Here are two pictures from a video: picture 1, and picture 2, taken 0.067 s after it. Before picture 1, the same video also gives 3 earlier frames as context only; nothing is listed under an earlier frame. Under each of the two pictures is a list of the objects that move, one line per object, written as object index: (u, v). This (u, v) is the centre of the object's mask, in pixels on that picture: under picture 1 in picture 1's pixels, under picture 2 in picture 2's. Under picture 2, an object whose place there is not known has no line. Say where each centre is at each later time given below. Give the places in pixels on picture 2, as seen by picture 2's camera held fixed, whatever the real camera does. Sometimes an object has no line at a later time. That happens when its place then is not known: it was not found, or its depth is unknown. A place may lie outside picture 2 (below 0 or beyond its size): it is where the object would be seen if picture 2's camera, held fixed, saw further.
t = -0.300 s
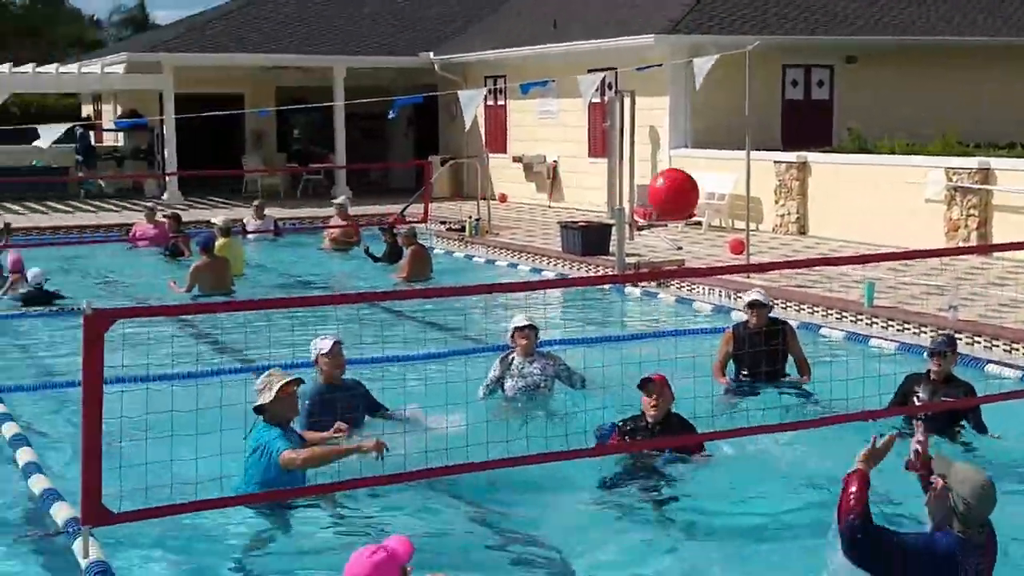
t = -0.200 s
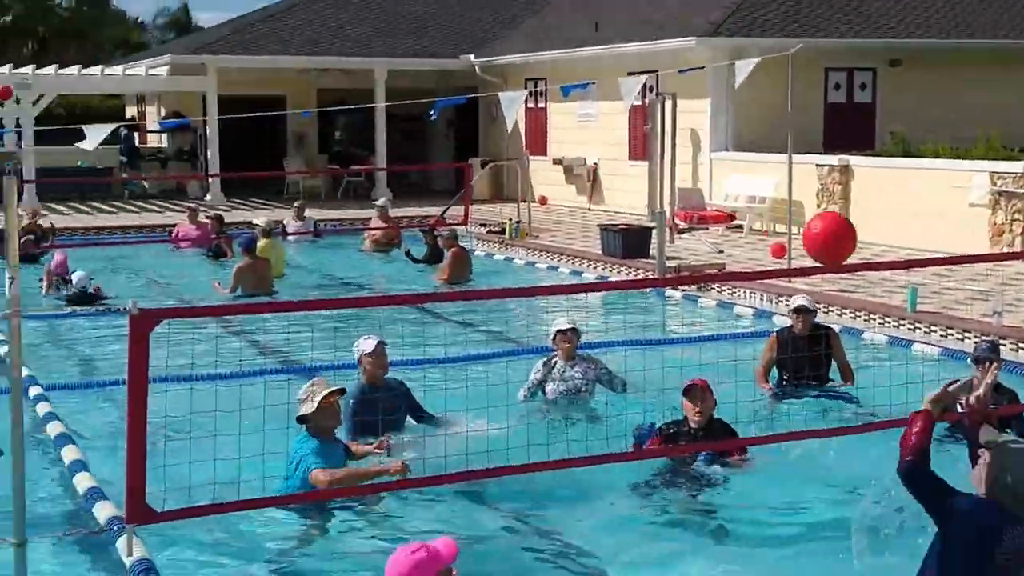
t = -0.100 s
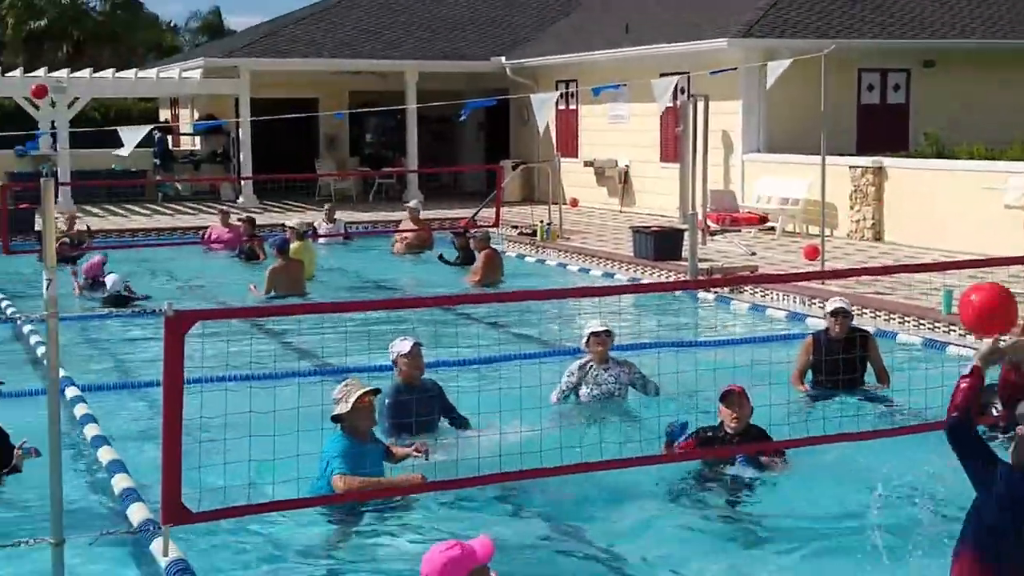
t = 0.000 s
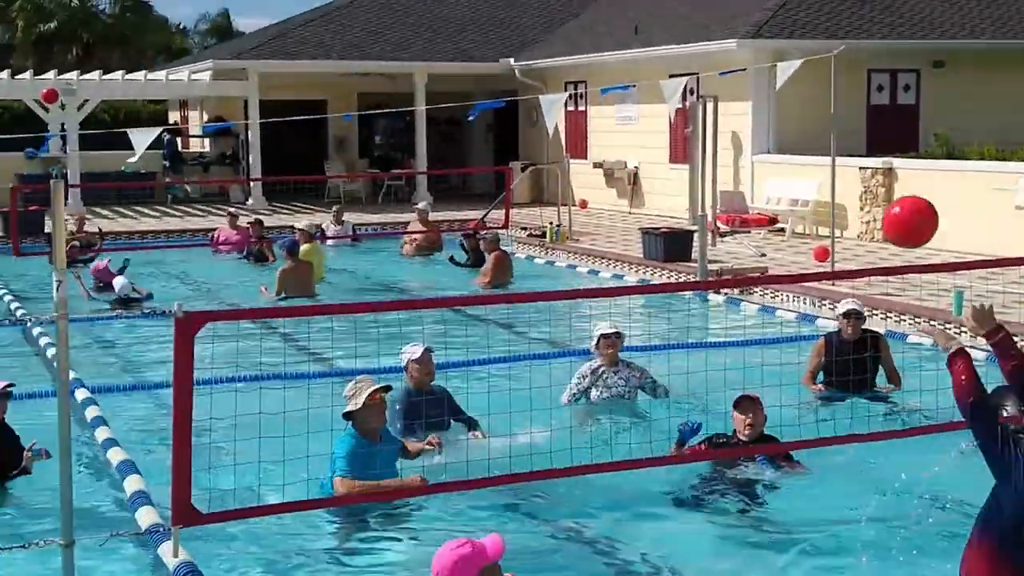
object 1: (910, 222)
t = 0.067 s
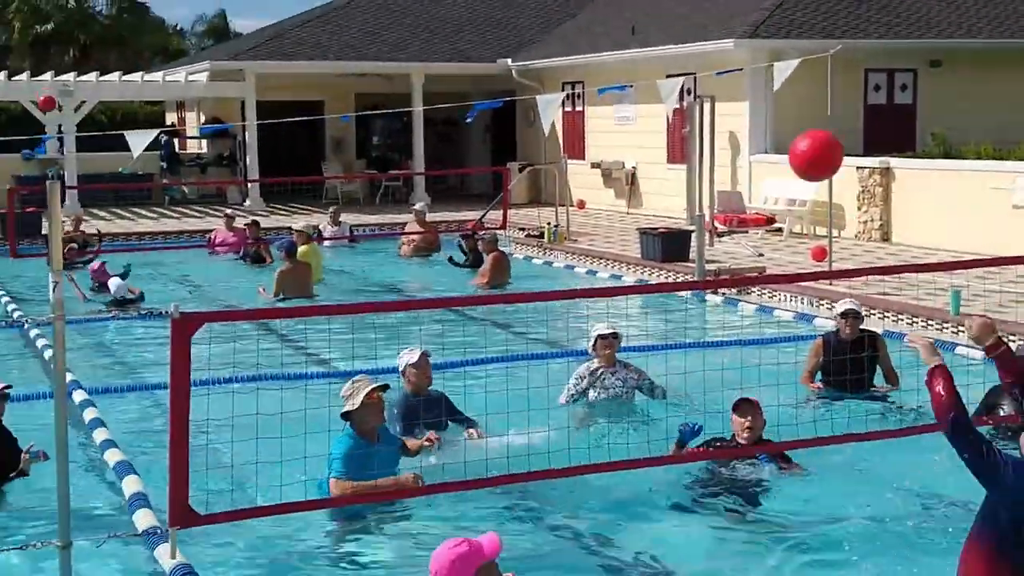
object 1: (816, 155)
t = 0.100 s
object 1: (772, 129)
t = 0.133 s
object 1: (729, 105)
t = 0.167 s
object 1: (688, 84)
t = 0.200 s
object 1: (648, 66)
